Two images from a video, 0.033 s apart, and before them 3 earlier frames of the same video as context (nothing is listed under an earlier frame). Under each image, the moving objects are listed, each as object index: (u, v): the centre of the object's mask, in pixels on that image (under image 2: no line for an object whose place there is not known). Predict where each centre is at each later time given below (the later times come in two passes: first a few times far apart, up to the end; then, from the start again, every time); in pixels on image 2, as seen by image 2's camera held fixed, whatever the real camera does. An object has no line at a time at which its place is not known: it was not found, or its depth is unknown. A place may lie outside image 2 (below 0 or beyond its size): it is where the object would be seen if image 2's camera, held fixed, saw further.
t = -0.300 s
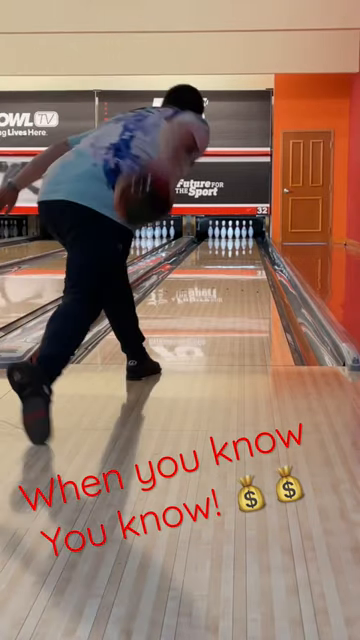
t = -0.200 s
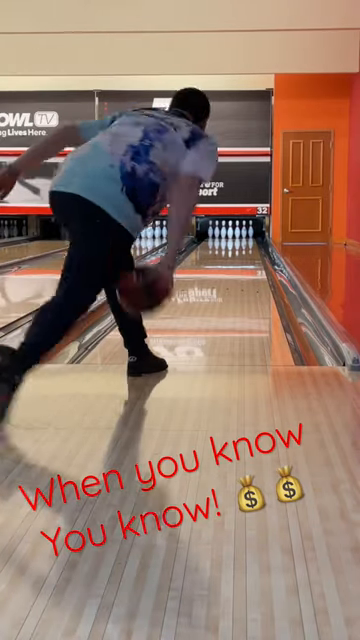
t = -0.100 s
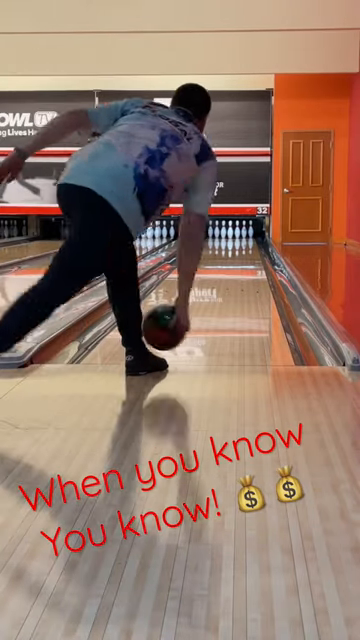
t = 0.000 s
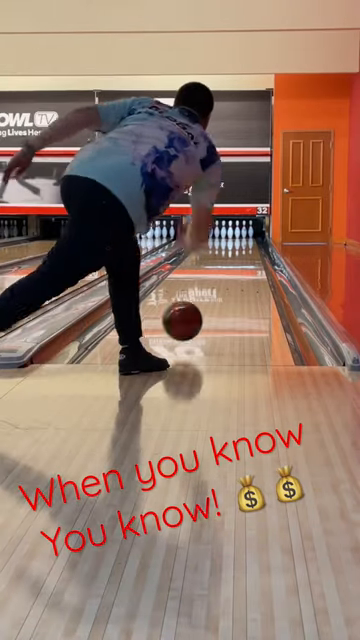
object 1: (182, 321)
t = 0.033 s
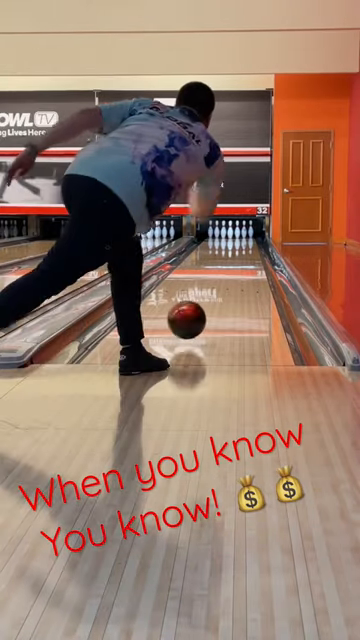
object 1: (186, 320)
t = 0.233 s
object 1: (207, 302)
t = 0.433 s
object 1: (220, 286)
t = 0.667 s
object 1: (231, 273)
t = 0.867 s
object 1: (237, 265)
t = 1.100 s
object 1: (243, 257)
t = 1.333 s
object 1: (247, 252)
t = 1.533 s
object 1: (249, 248)
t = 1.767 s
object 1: (251, 244)
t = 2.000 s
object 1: (250, 241)
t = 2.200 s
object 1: (247, 238)
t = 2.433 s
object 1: (242, 236)
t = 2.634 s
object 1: (236, 234)
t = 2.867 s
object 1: (233, 233)
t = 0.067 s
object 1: (190, 320)
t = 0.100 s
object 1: (194, 315)
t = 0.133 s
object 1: (197, 311)
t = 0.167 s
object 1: (201, 308)
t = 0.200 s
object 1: (204, 305)
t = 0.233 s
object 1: (207, 302)
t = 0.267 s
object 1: (209, 299)
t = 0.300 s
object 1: (212, 296)
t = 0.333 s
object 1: (214, 294)
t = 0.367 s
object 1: (216, 291)
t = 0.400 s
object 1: (218, 289)
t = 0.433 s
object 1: (220, 286)
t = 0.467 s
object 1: (222, 284)
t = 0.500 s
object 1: (223, 282)
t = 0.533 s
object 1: (225, 280)
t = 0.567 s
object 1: (227, 279)
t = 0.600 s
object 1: (228, 277)
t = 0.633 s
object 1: (229, 275)
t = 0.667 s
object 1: (231, 273)
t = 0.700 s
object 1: (232, 272)
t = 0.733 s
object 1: (233, 270)
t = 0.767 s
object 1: (234, 269)
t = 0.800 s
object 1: (235, 267)
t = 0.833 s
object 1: (236, 266)
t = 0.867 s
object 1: (237, 265)
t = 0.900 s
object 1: (238, 264)
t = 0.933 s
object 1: (239, 263)
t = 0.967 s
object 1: (240, 261)
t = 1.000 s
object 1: (241, 260)
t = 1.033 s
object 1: (241, 259)
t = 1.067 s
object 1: (242, 258)
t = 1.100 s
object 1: (243, 257)
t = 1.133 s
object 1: (243, 257)
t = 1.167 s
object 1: (244, 256)
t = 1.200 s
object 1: (245, 255)
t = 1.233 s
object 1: (245, 254)
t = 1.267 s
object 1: (246, 253)
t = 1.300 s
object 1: (247, 253)
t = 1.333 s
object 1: (247, 252)
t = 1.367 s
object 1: (247, 251)
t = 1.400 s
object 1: (248, 250)
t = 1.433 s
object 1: (248, 250)
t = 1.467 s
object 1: (249, 249)
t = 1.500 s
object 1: (249, 248)
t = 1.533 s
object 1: (249, 248)
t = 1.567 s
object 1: (250, 247)
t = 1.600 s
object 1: (250, 246)
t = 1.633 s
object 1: (250, 245)
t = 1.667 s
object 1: (250, 245)
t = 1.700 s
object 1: (251, 244)
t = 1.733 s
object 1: (250, 241)
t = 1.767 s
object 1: (251, 244)
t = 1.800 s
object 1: (251, 243)
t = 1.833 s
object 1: (251, 242)
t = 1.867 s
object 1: (250, 242)
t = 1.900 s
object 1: (251, 242)
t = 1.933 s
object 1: (251, 242)
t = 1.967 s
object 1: (250, 241)
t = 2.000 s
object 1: (250, 241)
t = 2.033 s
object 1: (250, 240)
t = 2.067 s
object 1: (250, 240)
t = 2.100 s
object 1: (250, 239)
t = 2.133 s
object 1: (249, 239)
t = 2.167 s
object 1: (248, 239)
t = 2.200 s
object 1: (247, 238)
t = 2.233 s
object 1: (247, 237)
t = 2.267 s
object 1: (246, 237)
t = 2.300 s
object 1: (246, 237)
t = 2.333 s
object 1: (244, 237)
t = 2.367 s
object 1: (243, 235)
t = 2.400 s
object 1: (242, 236)
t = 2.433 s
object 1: (242, 236)
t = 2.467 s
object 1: (241, 236)
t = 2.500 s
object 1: (239, 236)
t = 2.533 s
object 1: (239, 235)
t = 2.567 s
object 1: (237, 235)
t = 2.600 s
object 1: (237, 235)
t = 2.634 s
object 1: (236, 234)
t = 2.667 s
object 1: (236, 234)
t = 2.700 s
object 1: (236, 234)
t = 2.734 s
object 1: (234, 234)
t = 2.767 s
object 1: (234, 234)
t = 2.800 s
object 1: (234, 234)
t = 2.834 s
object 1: (233, 233)
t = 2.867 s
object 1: (233, 233)
